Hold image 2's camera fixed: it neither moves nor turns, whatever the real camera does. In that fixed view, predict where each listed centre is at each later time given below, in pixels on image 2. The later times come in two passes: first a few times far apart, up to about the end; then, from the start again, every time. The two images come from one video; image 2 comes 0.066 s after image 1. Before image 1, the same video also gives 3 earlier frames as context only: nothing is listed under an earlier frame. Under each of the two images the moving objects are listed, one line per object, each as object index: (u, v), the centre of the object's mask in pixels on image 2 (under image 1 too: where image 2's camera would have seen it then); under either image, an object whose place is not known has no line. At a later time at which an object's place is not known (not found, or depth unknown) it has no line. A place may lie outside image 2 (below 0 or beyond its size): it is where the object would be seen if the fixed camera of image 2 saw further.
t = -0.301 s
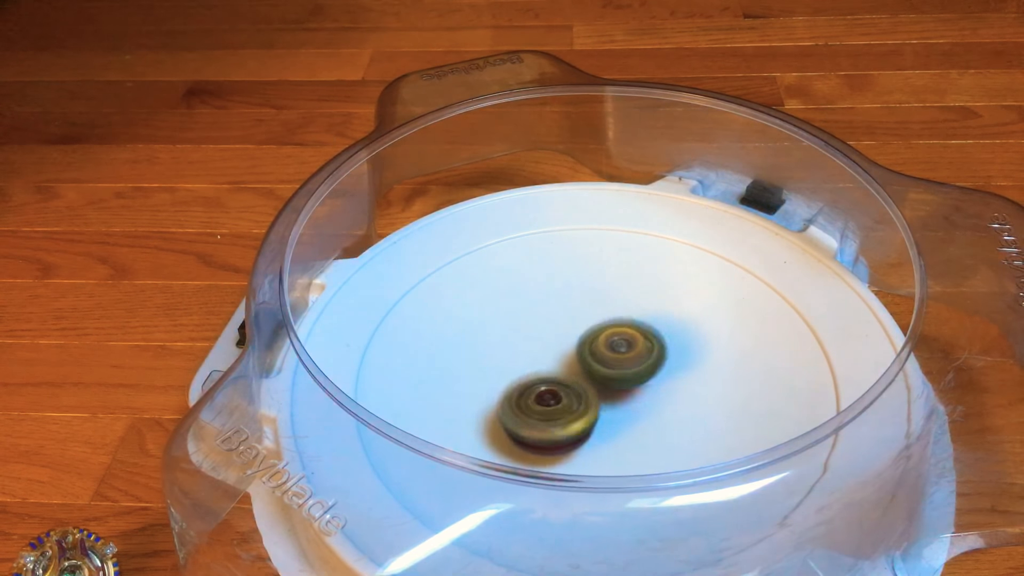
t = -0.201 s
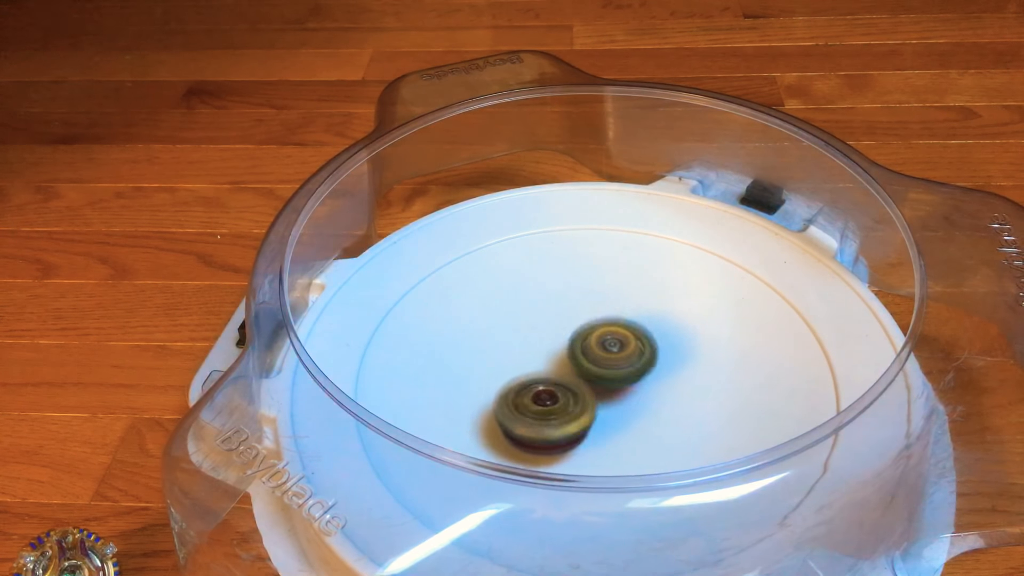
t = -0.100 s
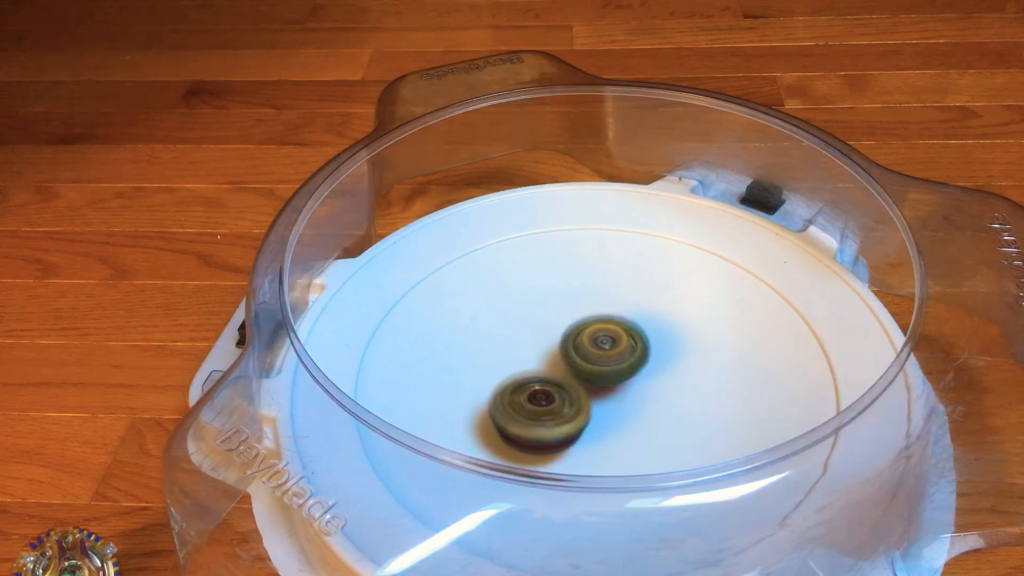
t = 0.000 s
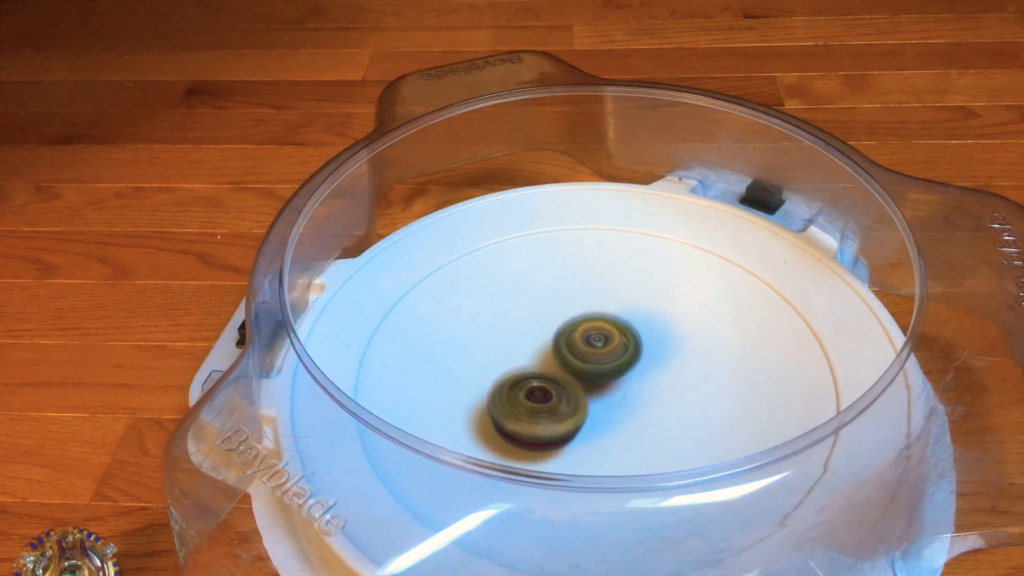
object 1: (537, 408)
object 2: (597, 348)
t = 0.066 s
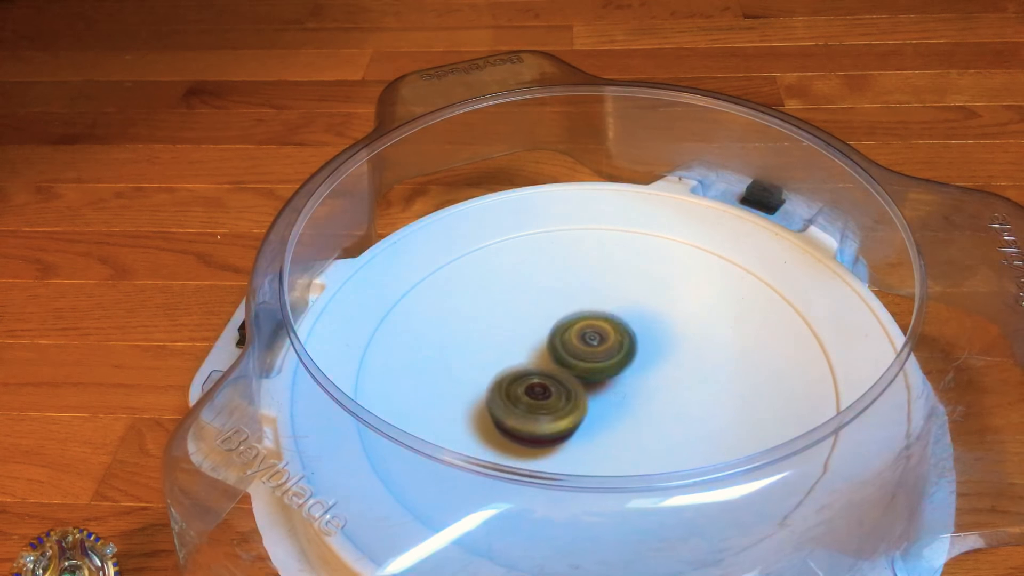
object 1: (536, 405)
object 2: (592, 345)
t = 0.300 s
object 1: (539, 393)
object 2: (590, 329)
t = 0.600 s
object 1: (555, 382)
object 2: (607, 300)
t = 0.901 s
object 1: (576, 376)
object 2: (624, 312)
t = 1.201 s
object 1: (563, 401)
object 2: (656, 326)
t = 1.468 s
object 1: (559, 405)
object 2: (640, 359)
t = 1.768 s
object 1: (495, 399)
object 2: (674, 368)
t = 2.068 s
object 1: (496, 370)
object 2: (658, 365)
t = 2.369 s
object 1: (537, 341)
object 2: (666, 367)
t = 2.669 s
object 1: (586, 343)
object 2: (718, 376)
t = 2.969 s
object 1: (604, 371)
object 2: (705, 397)
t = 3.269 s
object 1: (558, 375)
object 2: (668, 402)
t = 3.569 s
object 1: (528, 351)
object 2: (645, 363)
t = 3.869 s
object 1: (551, 331)
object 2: (665, 339)
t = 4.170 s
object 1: (567, 338)
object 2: (703, 359)
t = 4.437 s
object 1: (556, 349)
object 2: (675, 388)
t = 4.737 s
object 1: (552, 335)
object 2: (515, 404)
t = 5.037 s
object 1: (575, 333)
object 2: (484, 338)
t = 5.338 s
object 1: (621, 393)
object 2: (577, 305)
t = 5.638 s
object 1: (610, 445)
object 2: (650, 376)
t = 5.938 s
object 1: (548, 404)
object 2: (630, 380)
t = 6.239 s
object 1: (556, 305)
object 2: (636, 360)
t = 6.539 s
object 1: (632, 298)
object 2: (599, 376)
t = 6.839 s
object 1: (671, 376)
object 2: (533, 375)
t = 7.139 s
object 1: (571, 445)
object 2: (583, 364)
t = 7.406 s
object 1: (499, 394)
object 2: (598, 381)
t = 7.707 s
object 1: (566, 313)
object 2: (620, 384)
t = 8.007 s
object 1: (680, 331)
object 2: (604, 375)
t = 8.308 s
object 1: (637, 412)
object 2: (522, 374)
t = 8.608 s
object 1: (510, 429)
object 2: (508, 366)
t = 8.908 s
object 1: (516, 390)
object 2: (596, 376)
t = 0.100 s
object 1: (535, 404)
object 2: (591, 344)
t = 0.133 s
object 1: (533, 405)
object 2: (593, 340)
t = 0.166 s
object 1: (534, 404)
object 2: (592, 337)
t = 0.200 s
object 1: (534, 402)
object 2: (592, 335)
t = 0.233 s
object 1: (535, 400)
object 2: (592, 332)
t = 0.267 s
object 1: (537, 397)
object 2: (591, 331)
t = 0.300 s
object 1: (539, 393)
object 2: (590, 329)
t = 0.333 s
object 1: (541, 391)
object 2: (589, 327)
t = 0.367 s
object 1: (542, 389)
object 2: (589, 326)
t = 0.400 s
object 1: (539, 391)
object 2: (596, 319)
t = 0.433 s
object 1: (540, 391)
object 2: (601, 313)
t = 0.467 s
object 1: (543, 389)
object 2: (604, 309)
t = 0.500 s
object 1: (546, 388)
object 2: (605, 307)
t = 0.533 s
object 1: (549, 386)
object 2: (605, 304)
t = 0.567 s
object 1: (552, 384)
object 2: (606, 302)
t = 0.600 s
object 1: (555, 382)
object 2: (607, 300)
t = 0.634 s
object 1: (559, 380)
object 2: (608, 299)
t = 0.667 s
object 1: (563, 378)
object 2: (609, 300)
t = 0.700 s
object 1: (567, 377)
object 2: (610, 301)
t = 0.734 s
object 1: (572, 374)
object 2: (610, 303)
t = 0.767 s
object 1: (576, 372)
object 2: (611, 305)
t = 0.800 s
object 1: (577, 372)
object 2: (613, 305)
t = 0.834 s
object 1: (575, 374)
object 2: (619, 307)
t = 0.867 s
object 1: (574, 375)
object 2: (622, 310)
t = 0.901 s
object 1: (576, 376)
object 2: (624, 312)
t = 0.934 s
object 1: (577, 377)
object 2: (626, 315)
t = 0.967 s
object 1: (577, 379)
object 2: (628, 318)
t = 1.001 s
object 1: (574, 382)
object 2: (632, 321)
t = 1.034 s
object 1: (569, 388)
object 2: (641, 317)
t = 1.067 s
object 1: (566, 392)
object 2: (647, 318)
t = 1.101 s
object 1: (566, 395)
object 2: (650, 319)
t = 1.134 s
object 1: (565, 397)
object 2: (653, 321)
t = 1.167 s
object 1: (564, 399)
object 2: (655, 323)
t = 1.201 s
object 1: (563, 401)
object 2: (656, 326)
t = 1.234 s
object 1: (563, 403)
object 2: (657, 329)
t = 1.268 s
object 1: (562, 404)
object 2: (656, 333)
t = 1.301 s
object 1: (561, 405)
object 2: (656, 337)
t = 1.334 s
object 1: (560, 406)
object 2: (654, 341)
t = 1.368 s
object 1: (560, 406)
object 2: (651, 345)
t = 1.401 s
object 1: (559, 406)
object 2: (649, 349)
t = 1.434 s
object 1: (559, 406)
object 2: (644, 354)
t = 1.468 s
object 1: (559, 405)
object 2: (640, 359)
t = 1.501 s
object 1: (555, 405)
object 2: (639, 360)
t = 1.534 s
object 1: (549, 406)
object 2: (640, 361)
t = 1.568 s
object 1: (545, 407)
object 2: (637, 363)
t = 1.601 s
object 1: (544, 406)
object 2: (632, 366)
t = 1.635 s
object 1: (543, 405)
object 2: (628, 368)
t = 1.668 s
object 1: (526, 404)
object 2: (640, 366)
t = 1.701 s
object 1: (510, 403)
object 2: (659, 366)
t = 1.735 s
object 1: (501, 401)
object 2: (670, 367)
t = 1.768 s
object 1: (495, 399)
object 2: (674, 368)
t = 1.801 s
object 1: (491, 397)
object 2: (675, 367)
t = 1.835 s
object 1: (487, 394)
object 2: (677, 367)
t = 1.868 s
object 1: (486, 391)
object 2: (677, 366)
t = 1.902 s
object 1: (485, 388)
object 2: (676, 366)
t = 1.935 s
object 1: (485, 384)
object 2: (673, 366)
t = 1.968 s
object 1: (487, 381)
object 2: (670, 366)
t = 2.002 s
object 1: (489, 377)
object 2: (666, 365)
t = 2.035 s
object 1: (492, 373)
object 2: (662, 365)
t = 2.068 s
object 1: (496, 370)
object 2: (658, 365)
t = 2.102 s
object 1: (501, 366)
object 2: (653, 364)
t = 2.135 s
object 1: (507, 363)
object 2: (647, 363)
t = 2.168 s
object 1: (514, 360)
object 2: (642, 362)
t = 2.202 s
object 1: (520, 357)
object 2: (637, 361)
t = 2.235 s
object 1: (528, 355)
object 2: (632, 360)
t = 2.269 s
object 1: (533, 352)
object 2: (631, 360)
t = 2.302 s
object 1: (530, 346)
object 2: (646, 363)
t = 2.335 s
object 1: (531, 343)
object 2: (658, 366)
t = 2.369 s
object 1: (537, 341)
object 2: (666, 367)
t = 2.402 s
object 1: (544, 341)
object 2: (670, 368)
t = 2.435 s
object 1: (552, 341)
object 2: (671, 366)
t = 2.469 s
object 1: (560, 342)
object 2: (674, 365)
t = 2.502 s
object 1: (569, 343)
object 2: (675, 364)
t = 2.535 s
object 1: (577, 344)
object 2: (676, 363)
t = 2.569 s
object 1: (583, 344)
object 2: (682, 365)
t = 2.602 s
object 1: (581, 342)
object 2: (699, 370)
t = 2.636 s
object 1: (582, 342)
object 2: (711, 373)
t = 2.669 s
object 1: (586, 343)
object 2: (718, 376)
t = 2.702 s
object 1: (590, 346)
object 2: (719, 378)
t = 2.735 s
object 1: (595, 349)
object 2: (719, 379)
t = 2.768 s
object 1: (600, 353)
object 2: (718, 381)
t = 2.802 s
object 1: (606, 357)
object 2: (716, 383)
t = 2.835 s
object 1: (610, 362)
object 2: (714, 385)
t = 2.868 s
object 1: (613, 366)
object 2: (709, 387)
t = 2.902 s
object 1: (610, 367)
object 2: (712, 392)
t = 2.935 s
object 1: (607, 368)
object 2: (710, 396)
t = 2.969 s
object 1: (604, 371)
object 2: (705, 397)
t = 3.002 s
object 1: (602, 374)
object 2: (699, 399)
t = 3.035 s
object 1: (598, 376)
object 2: (696, 401)
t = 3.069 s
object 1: (588, 376)
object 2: (700, 404)
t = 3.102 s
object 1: (582, 376)
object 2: (697, 407)
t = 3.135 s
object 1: (577, 377)
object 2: (691, 408)
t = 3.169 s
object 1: (572, 377)
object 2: (686, 406)
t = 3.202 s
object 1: (567, 376)
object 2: (679, 406)
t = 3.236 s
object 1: (562, 376)
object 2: (674, 404)
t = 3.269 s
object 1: (558, 375)
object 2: (668, 402)
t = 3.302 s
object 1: (554, 373)
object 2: (661, 399)
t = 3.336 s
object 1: (550, 372)
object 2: (655, 396)
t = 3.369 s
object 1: (547, 370)
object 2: (648, 391)
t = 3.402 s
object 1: (545, 368)
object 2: (642, 384)
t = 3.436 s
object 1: (542, 365)
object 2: (638, 378)
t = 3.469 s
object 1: (536, 361)
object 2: (639, 375)
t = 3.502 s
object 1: (531, 357)
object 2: (643, 370)
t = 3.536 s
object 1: (529, 354)
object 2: (645, 366)
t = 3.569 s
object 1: (528, 351)
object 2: (645, 363)
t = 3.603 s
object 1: (527, 347)
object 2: (647, 358)
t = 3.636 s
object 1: (528, 344)
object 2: (649, 355)
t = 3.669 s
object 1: (529, 341)
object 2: (651, 352)
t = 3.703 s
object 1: (531, 339)
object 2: (653, 349)
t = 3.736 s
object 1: (534, 336)
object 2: (656, 346)
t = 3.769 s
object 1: (538, 334)
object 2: (659, 344)
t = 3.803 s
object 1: (542, 332)
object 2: (661, 342)
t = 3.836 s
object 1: (546, 331)
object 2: (663, 341)
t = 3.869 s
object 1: (551, 331)
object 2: (665, 339)
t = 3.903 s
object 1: (556, 331)
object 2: (666, 339)
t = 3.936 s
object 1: (561, 331)
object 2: (667, 339)
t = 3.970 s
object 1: (566, 333)
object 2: (668, 339)
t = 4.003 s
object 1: (570, 334)
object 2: (670, 340)
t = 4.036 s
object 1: (571, 335)
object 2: (674, 343)
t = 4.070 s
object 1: (575, 337)
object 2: (675, 345)
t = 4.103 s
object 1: (578, 340)
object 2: (674, 347)
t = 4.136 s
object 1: (572, 339)
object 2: (688, 353)
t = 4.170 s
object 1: (567, 338)
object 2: (703, 359)
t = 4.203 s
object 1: (566, 339)
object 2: (711, 365)
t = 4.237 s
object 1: (564, 341)
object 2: (712, 370)
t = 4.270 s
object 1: (563, 343)
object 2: (710, 374)
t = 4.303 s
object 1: (562, 344)
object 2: (706, 377)
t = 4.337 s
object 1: (560, 345)
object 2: (702, 381)
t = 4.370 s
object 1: (559, 347)
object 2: (694, 383)
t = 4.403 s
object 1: (558, 348)
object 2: (686, 385)
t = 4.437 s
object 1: (556, 349)
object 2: (675, 388)
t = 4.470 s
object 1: (555, 350)
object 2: (661, 391)
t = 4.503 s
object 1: (555, 351)
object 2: (646, 394)
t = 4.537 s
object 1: (554, 353)
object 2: (627, 398)
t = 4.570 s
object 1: (552, 348)
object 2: (612, 404)
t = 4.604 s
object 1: (551, 345)
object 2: (594, 407)
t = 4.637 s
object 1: (550, 343)
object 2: (575, 408)
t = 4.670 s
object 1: (549, 341)
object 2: (555, 407)
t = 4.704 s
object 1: (550, 337)
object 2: (534, 406)
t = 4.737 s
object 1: (552, 335)
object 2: (515, 404)
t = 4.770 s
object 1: (552, 333)
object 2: (499, 399)
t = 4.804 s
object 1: (553, 331)
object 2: (488, 392)
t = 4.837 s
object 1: (556, 330)
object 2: (480, 385)
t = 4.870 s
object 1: (558, 329)
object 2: (474, 375)
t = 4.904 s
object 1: (560, 329)
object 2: (471, 367)
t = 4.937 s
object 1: (564, 329)
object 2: (470, 358)
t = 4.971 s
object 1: (568, 330)
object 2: (473, 351)
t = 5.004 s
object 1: (570, 331)
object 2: (477, 345)
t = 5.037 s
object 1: (575, 333)
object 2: (484, 338)
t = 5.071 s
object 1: (585, 338)
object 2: (486, 331)
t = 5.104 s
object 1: (591, 342)
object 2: (490, 324)
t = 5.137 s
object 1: (595, 346)
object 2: (498, 318)
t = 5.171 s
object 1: (602, 350)
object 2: (510, 315)
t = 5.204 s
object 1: (605, 354)
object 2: (522, 312)
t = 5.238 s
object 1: (607, 359)
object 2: (537, 311)
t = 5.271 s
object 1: (610, 369)
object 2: (549, 309)
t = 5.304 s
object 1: (616, 380)
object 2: (562, 304)
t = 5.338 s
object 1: (621, 393)
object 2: (577, 305)
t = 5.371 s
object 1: (625, 404)
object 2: (592, 308)
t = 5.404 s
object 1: (627, 415)
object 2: (606, 313)
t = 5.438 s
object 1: (628, 424)
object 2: (617, 319)
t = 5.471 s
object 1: (628, 432)
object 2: (626, 326)
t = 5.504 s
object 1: (626, 438)
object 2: (635, 334)
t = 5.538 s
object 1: (623, 441)
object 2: (643, 343)
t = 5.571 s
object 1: (617, 444)
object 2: (648, 354)
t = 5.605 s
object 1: (614, 445)
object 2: (649, 366)
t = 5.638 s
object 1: (610, 445)
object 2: (650, 376)
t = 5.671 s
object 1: (605, 447)
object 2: (651, 386)
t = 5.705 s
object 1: (594, 448)
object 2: (655, 384)
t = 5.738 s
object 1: (586, 447)
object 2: (654, 387)
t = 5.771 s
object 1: (580, 445)
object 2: (653, 389)
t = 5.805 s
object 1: (573, 441)
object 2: (650, 390)
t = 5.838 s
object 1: (567, 433)
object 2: (645, 389)
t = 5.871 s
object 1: (559, 425)
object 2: (637, 389)
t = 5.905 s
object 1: (554, 415)
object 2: (632, 388)
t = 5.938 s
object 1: (548, 404)
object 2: (630, 380)
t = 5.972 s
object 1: (542, 393)
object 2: (630, 377)
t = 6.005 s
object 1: (537, 381)
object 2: (630, 373)
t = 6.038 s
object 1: (536, 370)
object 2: (629, 370)
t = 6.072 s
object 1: (536, 357)
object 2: (630, 367)
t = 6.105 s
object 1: (538, 345)
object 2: (632, 364)
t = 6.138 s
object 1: (540, 333)
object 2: (634, 363)
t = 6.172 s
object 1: (545, 322)
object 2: (635, 363)
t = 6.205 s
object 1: (550, 312)
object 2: (637, 361)
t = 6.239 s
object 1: (556, 305)
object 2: (636, 360)
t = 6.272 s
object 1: (563, 298)
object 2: (634, 362)
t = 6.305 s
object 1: (570, 294)
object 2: (631, 362)
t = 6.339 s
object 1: (578, 292)
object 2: (628, 362)
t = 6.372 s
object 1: (586, 291)
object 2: (626, 362)
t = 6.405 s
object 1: (595, 291)
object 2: (625, 362)
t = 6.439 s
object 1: (604, 293)
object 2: (622, 363)
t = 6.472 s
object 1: (611, 295)
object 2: (617, 365)
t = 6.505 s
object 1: (620, 300)
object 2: (613, 366)
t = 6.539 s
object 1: (632, 298)
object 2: (599, 376)
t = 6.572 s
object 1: (645, 300)
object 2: (587, 383)
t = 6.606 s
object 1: (655, 303)
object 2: (572, 389)
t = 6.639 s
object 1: (662, 312)
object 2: (559, 389)
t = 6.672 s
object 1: (668, 320)
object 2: (551, 391)
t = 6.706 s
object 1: (673, 328)
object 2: (543, 391)
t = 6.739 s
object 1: (675, 339)
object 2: (540, 388)
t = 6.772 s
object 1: (677, 350)
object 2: (535, 383)
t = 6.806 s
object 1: (675, 363)
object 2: (535, 380)
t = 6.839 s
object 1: (671, 376)
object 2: (533, 375)
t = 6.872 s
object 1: (665, 390)
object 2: (534, 369)
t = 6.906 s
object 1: (658, 403)
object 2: (538, 362)
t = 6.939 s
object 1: (649, 416)
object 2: (546, 358)
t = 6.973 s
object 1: (639, 426)
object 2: (555, 355)
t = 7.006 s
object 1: (627, 434)
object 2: (563, 353)
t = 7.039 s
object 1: (613, 440)
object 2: (571, 355)
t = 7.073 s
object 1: (599, 443)
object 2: (575, 359)
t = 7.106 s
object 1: (584, 445)
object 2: (579, 362)
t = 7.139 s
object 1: (571, 445)
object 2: (583, 364)
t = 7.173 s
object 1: (558, 444)
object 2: (584, 368)
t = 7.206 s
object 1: (546, 441)
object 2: (588, 373)
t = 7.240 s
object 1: (537, 436)
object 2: (591, 376)
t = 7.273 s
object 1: (528, 430)
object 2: (590, 382)
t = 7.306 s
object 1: (518, 421)
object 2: (589, 385)
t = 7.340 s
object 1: (505, 414)
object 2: (593, 382)
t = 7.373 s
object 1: (499, 405)
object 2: (598, 380)
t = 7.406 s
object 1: (499, 394)
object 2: (598, 381)
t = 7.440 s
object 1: (499, 382)
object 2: (600, 383)
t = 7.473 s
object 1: (501, 370)
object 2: (601, 386)
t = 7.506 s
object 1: (505, 360)
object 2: (601, 389)
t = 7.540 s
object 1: (513, 350)
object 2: (599, 391)
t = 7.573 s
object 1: (522, 341)
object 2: (600, 390)
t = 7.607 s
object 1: (531, 331)
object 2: (603, 387)
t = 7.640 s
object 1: (542, 324)
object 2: (610, 384)
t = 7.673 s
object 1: (553, 318)
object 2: (613, 384)
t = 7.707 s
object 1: (566, 313)
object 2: (620, 384)
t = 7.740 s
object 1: (581, 309)
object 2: (625, 386)
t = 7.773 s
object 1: (595, 305)
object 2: (628, 387)
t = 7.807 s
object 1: (609, 304)
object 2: (626, 387)
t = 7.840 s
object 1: (623, 304)
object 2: (624, 383)
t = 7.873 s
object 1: (637, 305)
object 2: (623, 377)
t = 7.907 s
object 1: (652, 309)
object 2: (625, 373)
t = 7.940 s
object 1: (665, 314)
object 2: (621, 372)
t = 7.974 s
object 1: (674, 322)
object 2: (612, 376)
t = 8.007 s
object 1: (680, 331)
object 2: (604, 375)
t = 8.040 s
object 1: (685, 341)
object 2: (594, 381)
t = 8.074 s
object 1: (689, 348)
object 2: (585, 384)
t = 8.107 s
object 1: (689, 360)
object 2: (576, 385)
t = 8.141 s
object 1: (686, 371)
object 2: (566, 386)
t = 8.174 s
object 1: (682, 380)
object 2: (556, 385)
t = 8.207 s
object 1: (674, 389)
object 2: (547, 383)
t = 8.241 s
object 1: (662, 398)
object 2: (539, 383)
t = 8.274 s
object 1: (648, 407)
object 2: (530, 382)
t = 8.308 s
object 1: (637, 412)
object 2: (522, 374)
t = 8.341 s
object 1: (621, 418)
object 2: (514, 382)
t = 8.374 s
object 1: (603, 422)
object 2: (510, 383)
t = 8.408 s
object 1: (588, 426)
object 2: (506, 384)
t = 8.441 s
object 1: (570, 425)
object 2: (504, 385)
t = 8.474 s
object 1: (552, 428)
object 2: (502, 383)
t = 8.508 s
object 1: (541, 430)
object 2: (499, 376)
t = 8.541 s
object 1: (528, 432)
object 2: (499, 372)
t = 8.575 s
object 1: (520, 433)
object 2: (503, 369)
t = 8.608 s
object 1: (510, 429)
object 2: (508, 366)
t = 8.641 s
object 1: (505, 427)
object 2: (514, 363)
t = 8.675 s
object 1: (501, 423)
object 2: (522, 361)
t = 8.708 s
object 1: (499, 418)
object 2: (532, 361)
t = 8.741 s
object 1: (500, 413)
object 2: (542, 362)
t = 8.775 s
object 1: (501, 408)
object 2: (553, 364)
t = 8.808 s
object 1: (502, 402)
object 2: (565, 366)
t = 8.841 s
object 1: (504, 398)
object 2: (577, 368)
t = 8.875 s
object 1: (510, 391)
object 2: (587, 371)
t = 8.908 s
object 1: (516, 390)
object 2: (596, 376)
